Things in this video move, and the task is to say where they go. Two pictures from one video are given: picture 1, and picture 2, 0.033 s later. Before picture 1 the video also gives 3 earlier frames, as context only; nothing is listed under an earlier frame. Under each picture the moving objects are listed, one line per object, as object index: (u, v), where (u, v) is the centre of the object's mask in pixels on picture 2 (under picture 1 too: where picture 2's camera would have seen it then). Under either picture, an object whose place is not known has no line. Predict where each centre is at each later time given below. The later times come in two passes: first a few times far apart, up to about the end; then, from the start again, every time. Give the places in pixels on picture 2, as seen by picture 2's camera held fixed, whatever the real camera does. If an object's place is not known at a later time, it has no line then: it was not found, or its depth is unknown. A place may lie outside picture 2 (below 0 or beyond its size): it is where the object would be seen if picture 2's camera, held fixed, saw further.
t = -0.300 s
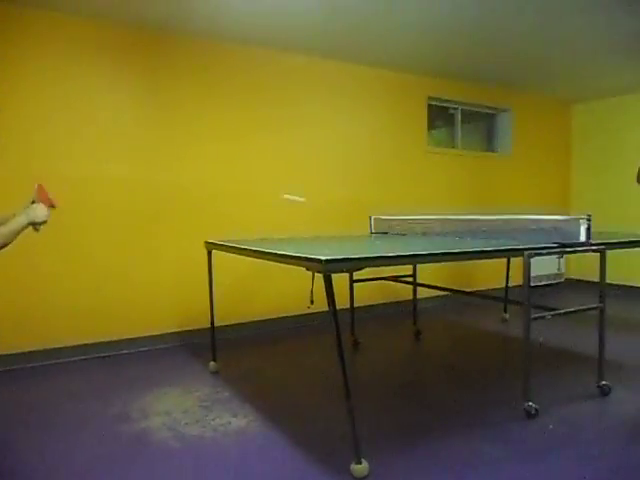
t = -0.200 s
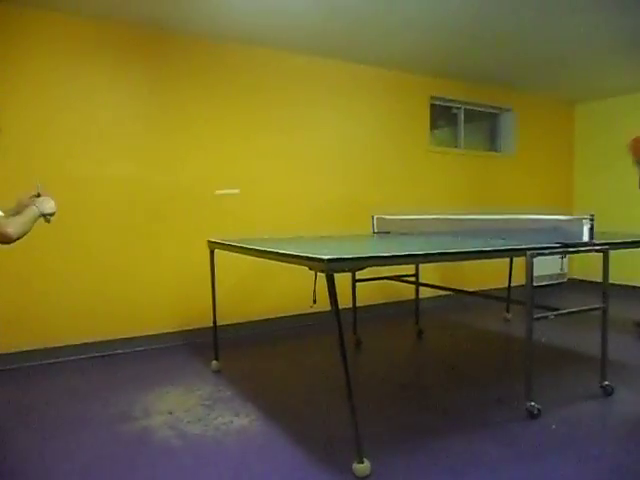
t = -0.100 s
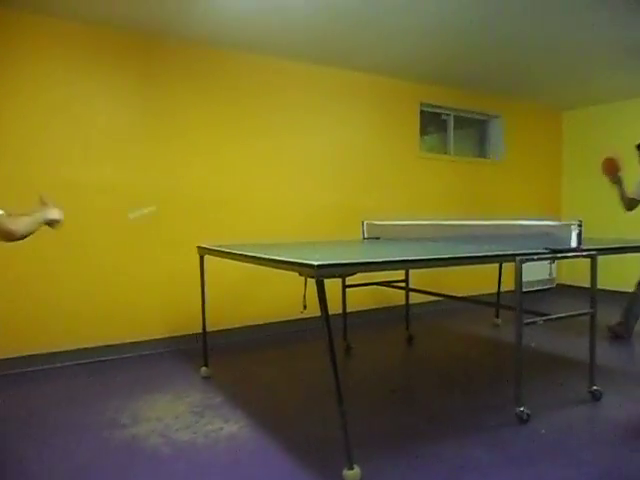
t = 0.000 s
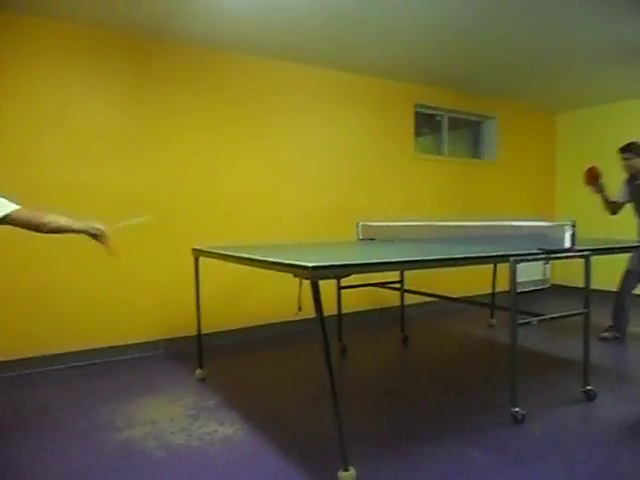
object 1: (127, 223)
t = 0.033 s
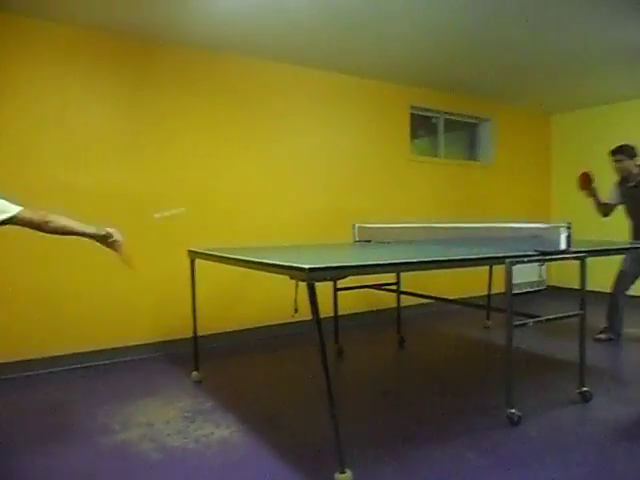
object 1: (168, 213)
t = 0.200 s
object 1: (329, 189)
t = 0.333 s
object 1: (421, 199)
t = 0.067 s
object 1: (206, 204)
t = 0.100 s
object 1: (240, 197)
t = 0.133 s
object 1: (272, 193)
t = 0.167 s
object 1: (301, 190)
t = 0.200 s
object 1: (329, 189)
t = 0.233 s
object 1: (354, 190)
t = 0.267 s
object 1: (378, 192)
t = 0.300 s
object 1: (400, 195)
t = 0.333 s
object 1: (421, 199)
